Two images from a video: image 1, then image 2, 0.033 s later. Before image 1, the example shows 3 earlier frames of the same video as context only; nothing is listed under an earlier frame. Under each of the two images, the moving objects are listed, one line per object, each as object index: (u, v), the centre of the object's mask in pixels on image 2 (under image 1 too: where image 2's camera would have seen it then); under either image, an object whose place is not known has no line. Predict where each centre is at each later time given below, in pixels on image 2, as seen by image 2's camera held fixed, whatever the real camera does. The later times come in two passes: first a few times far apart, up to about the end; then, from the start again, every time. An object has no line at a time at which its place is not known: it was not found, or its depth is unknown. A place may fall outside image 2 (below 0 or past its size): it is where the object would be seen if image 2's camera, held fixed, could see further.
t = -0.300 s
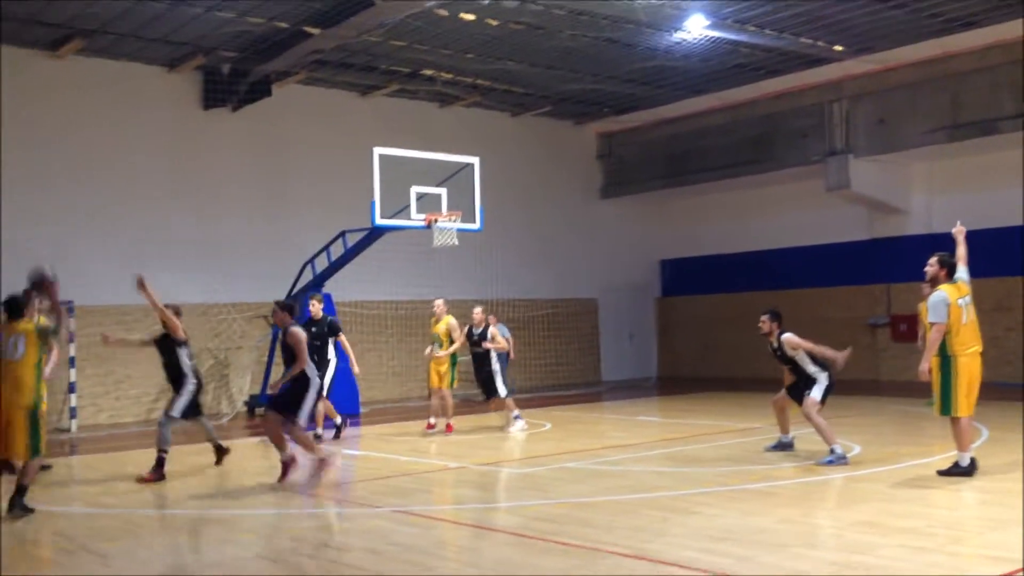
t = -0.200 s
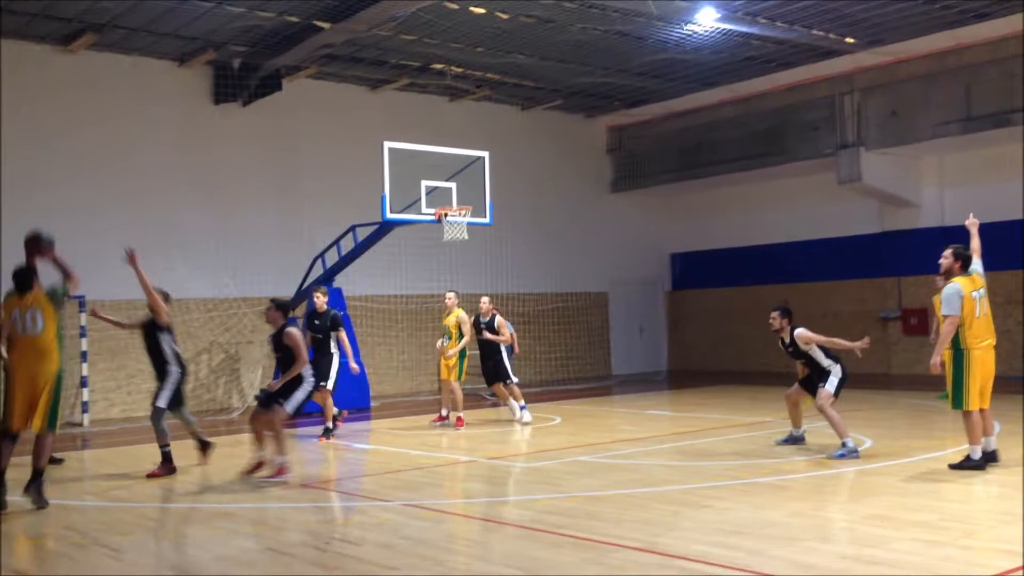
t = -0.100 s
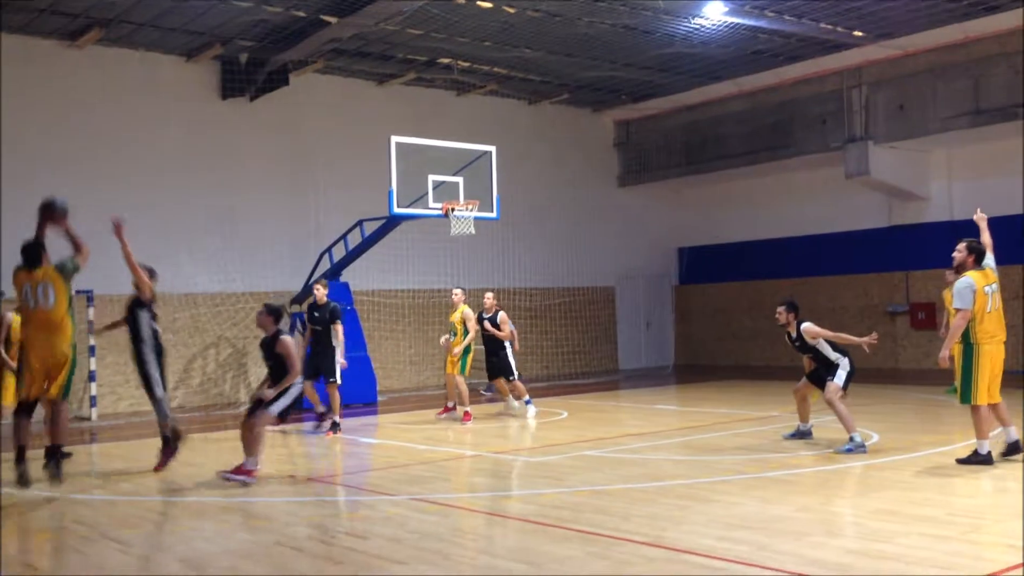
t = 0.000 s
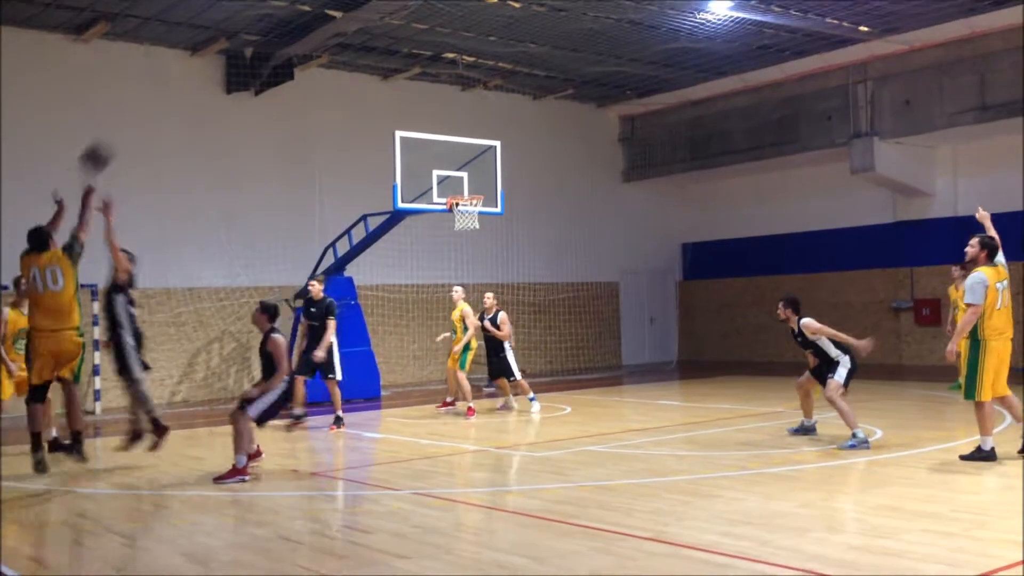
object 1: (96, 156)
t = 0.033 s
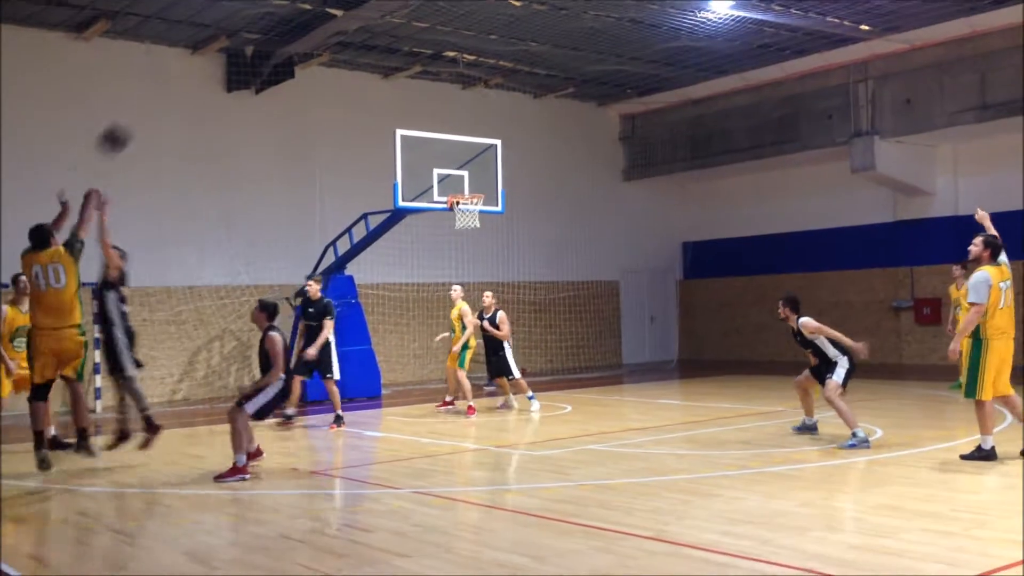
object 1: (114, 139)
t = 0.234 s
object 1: (212, 68)
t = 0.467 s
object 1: (299, 48)
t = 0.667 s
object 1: (364, 68)
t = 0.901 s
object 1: (424, 122)
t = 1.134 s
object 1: (478, 203)
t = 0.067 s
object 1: (130, 124)
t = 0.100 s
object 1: (148, 111)
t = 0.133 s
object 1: (165, 97)
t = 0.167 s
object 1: (181, 85)
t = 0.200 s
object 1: (195, 77)
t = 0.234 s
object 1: (212, 68)
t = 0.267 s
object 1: (226, 61)
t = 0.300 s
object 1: (238, 59)
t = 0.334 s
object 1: (252, 54)
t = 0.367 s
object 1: (264, 55)
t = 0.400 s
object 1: (276, 49)
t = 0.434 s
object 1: (288, 48)
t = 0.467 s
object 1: (299, 48)
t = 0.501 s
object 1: (309, 50)
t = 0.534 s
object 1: (321, 50)
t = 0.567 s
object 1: (334, 52)
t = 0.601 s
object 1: (346, 56)
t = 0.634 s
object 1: (355, 62)
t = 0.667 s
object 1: (364, 68)
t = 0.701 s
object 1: (374, 74)
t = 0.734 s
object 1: (383, 81)
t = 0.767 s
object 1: (393, 89)
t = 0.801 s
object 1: (401, 96)
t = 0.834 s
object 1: (409, 105)
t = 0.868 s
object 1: (417, 114)
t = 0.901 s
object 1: (424, 122)
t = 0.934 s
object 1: (433, 134)
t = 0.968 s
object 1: (441, 146)
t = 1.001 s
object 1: (449, 156)
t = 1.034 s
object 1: (455, 169)
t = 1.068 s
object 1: (466, 183)
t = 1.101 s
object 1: (473, 190)
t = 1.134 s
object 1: (478, 203)
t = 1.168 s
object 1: (479, 216)
